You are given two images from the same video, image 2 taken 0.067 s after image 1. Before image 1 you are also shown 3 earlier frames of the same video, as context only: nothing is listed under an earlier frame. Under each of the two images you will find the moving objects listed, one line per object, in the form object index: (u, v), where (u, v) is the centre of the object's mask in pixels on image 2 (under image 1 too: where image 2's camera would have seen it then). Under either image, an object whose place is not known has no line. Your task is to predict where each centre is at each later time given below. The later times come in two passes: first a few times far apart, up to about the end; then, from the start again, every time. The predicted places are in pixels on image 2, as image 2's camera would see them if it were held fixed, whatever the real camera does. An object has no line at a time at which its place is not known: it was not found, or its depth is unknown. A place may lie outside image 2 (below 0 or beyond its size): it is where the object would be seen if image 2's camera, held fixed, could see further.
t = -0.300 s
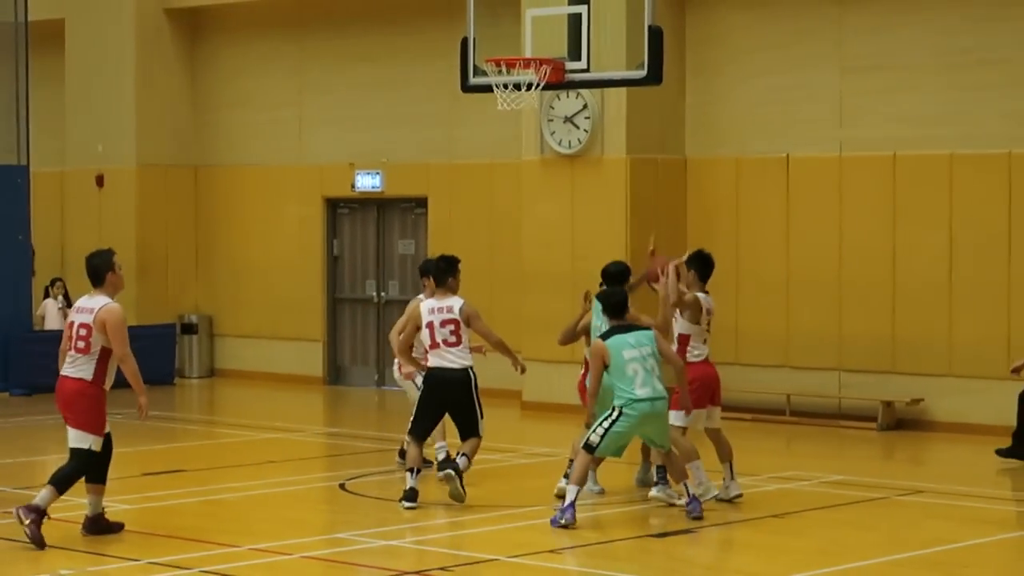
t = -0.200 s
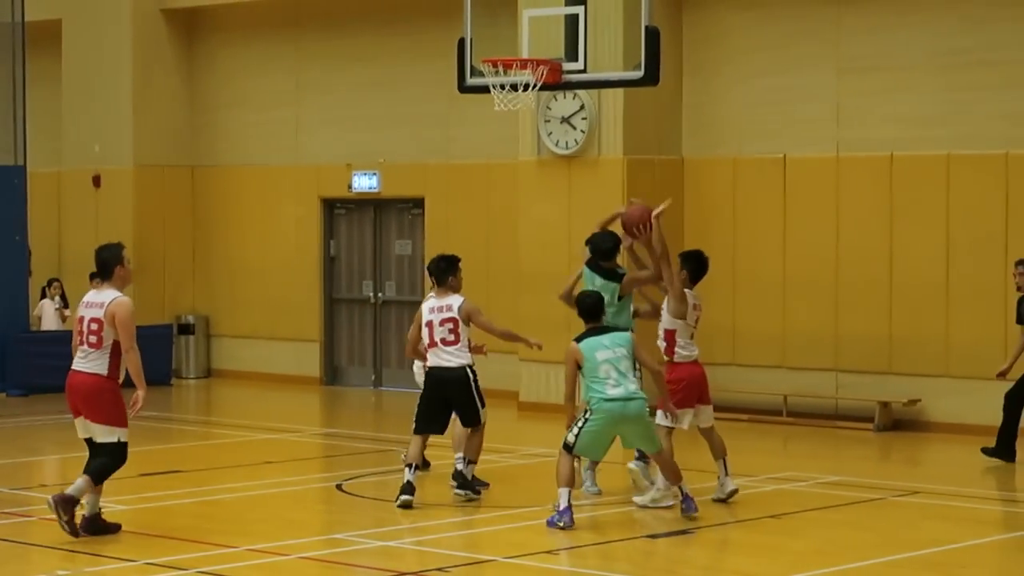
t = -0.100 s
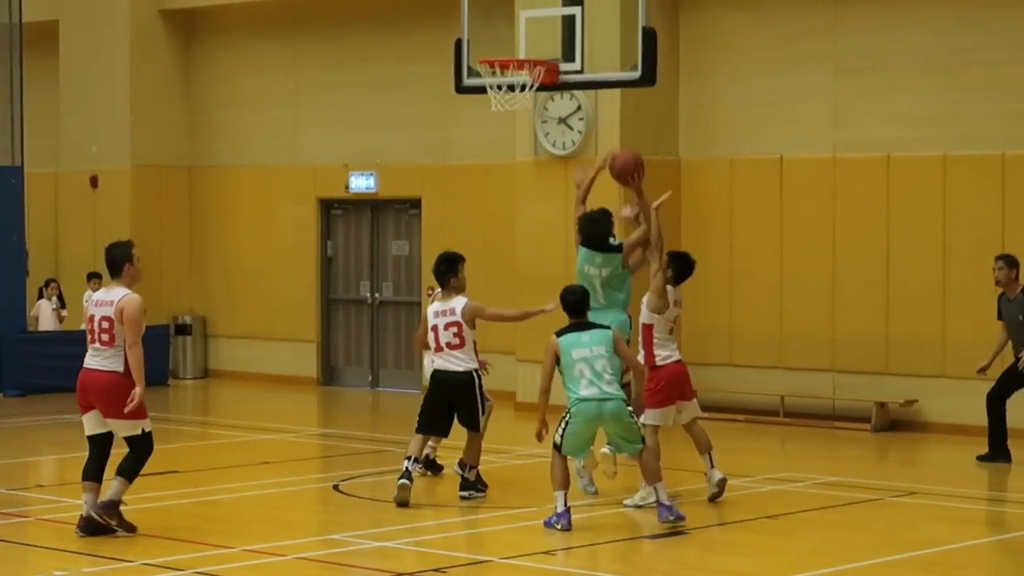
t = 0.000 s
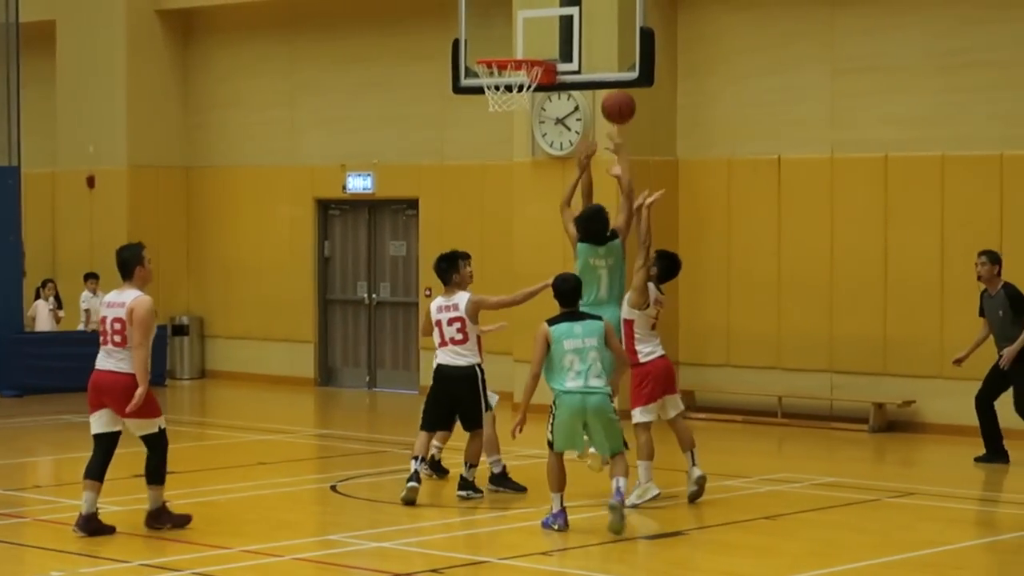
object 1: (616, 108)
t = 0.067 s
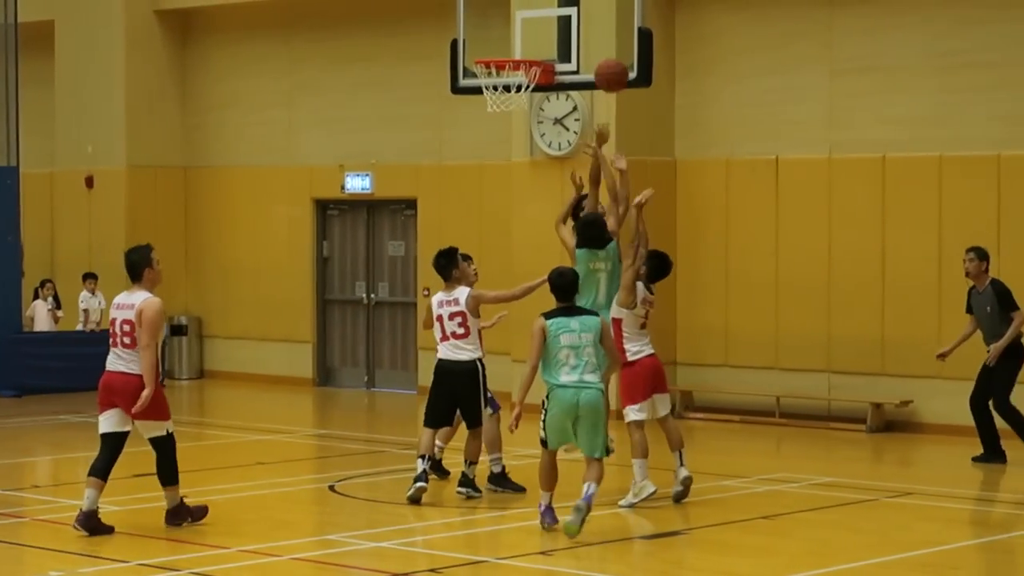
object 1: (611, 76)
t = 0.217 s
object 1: (600, 28)
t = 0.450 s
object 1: (554, 28)
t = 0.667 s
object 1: (526, 25)
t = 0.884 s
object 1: (511, 49)
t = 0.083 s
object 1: (610, 69)
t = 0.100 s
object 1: (609, 62)
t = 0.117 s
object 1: (608, 56)
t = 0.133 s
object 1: (607, 50)
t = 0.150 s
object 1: (606, 45)
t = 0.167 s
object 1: (604, 40)
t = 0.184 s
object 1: (603, 36)
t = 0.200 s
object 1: (602, 32)
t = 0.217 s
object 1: (600, 28)
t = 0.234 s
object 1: (599, 25)
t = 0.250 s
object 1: (598, 21)
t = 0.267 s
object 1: (597, 19)
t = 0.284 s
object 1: (596, 17)
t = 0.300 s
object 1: (592, 17)
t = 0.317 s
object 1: (588, 16)
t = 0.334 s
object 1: (584, 17)
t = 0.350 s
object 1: (579, 18)
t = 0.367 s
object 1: (575, 18)
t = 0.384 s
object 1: (571, 19)
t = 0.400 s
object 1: (566, 21)
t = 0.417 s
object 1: (562, 23)
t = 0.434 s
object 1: (558, 26)
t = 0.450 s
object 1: (554, 28)
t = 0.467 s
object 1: (549, 32)
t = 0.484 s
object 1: (545, 35)
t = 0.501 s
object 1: (541, 39)
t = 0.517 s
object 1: (537, 44)
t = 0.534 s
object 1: (535, 43)
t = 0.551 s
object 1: (534, 39)
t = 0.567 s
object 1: (533, 37)
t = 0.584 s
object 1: (532, 33)
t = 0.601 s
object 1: (531, 31)
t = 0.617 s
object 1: (530, 29)
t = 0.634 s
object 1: (529, 27)
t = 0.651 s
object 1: (528, 26)
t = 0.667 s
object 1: (526, 25)
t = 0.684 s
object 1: (525, 25)
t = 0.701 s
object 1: (524, 24)
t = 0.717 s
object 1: (523, 25)
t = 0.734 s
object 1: (522, 26)
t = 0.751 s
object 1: (521, 26)
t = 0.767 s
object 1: (519, 28)
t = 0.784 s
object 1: (518, 30)
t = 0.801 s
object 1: (517, 32)
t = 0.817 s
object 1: (515, 34)
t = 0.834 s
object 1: (514, 37)
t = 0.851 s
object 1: (513, 41)
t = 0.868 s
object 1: (512, 44)
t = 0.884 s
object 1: (511, 49)
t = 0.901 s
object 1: (509, 53)
